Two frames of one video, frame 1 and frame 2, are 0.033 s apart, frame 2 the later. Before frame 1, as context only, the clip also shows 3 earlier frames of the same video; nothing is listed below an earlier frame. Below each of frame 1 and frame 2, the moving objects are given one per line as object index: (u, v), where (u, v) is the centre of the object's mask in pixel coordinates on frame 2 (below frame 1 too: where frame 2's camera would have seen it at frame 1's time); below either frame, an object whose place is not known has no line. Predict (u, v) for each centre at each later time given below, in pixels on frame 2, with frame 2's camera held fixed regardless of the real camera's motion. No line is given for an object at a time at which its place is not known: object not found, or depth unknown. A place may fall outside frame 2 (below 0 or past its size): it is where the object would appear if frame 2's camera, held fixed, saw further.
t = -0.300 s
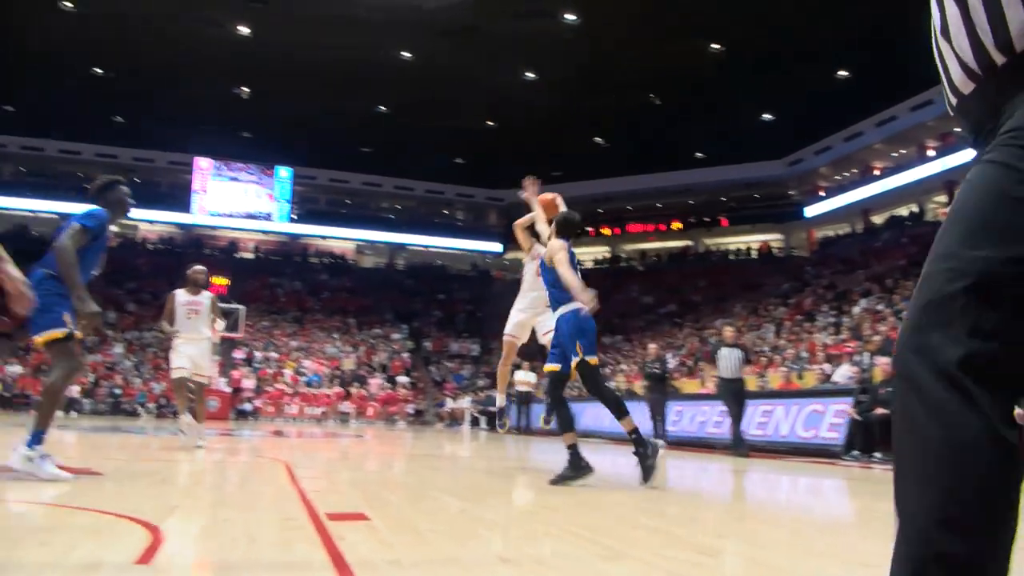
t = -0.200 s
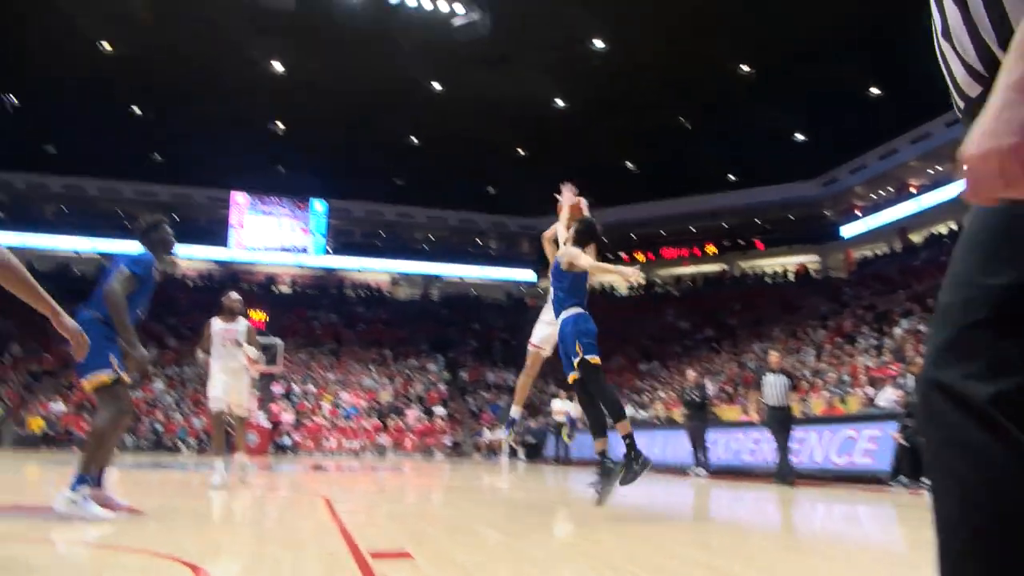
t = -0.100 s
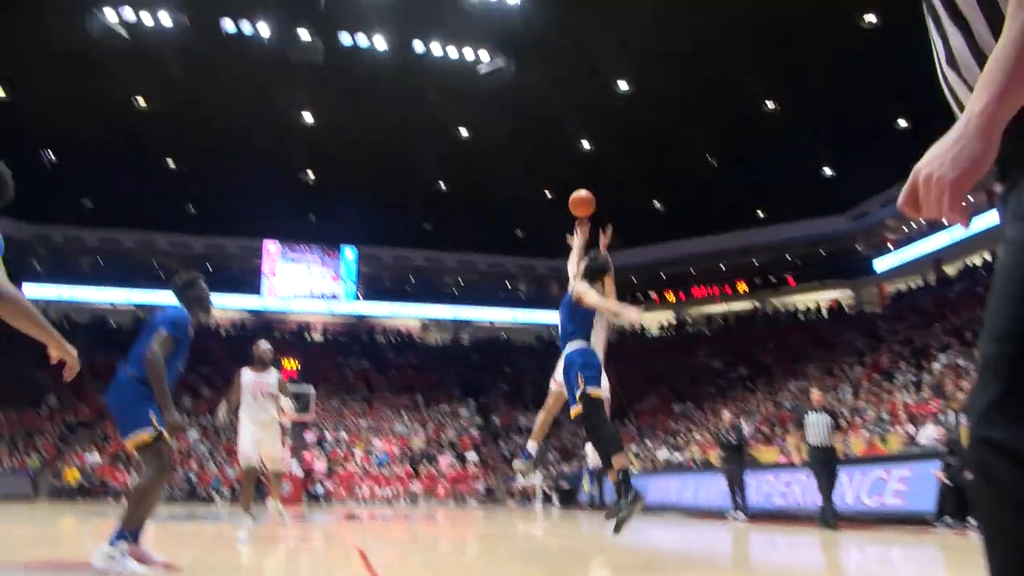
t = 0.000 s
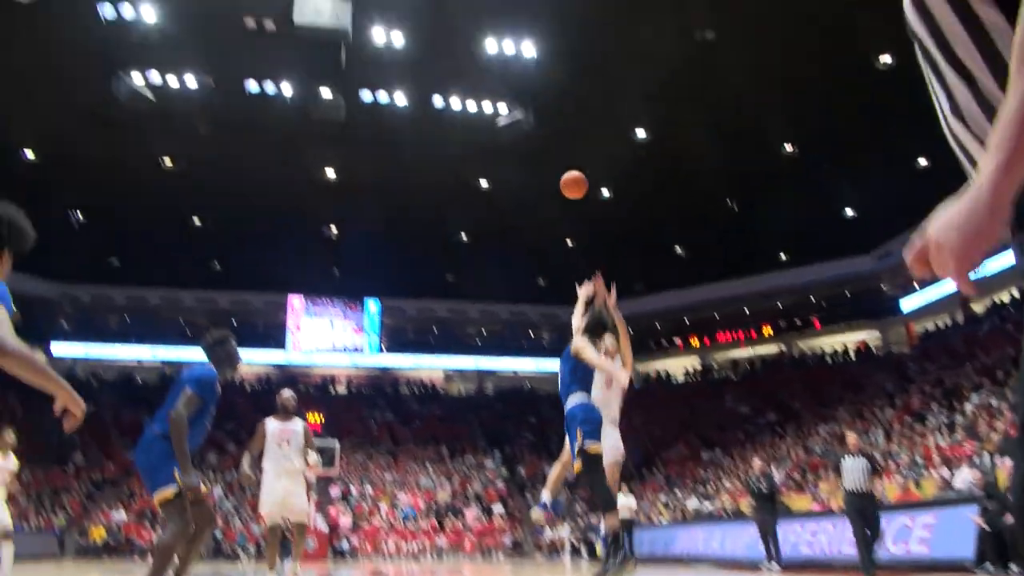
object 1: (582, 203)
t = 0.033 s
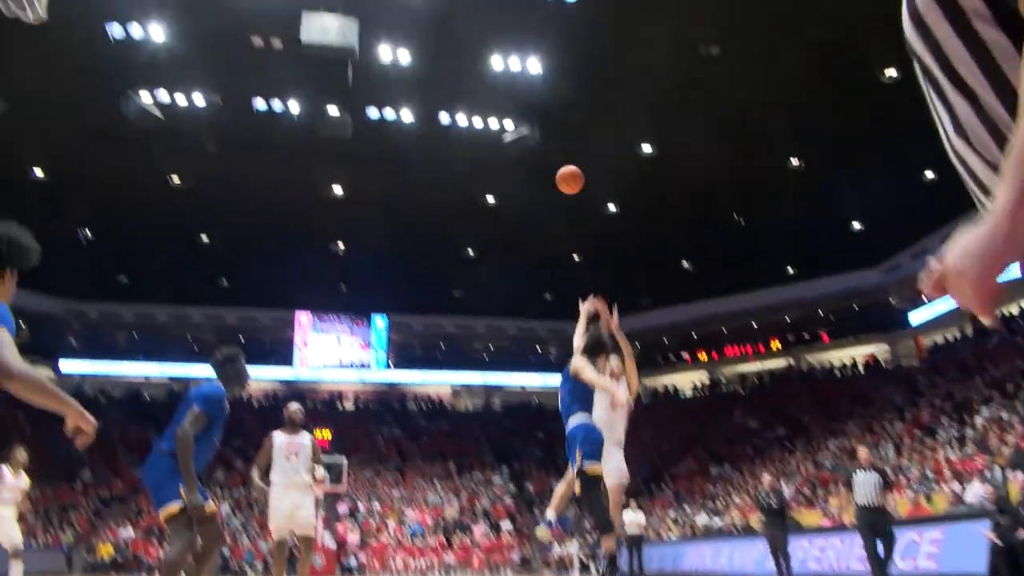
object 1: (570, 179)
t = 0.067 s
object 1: (558, 158)
